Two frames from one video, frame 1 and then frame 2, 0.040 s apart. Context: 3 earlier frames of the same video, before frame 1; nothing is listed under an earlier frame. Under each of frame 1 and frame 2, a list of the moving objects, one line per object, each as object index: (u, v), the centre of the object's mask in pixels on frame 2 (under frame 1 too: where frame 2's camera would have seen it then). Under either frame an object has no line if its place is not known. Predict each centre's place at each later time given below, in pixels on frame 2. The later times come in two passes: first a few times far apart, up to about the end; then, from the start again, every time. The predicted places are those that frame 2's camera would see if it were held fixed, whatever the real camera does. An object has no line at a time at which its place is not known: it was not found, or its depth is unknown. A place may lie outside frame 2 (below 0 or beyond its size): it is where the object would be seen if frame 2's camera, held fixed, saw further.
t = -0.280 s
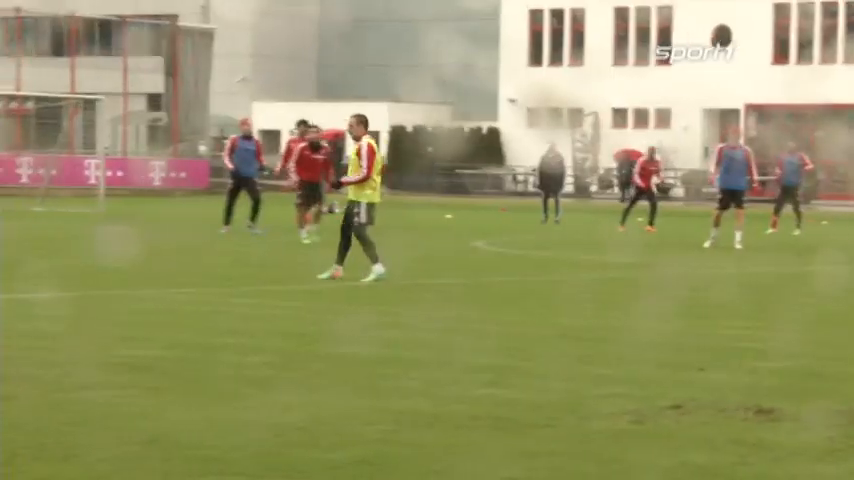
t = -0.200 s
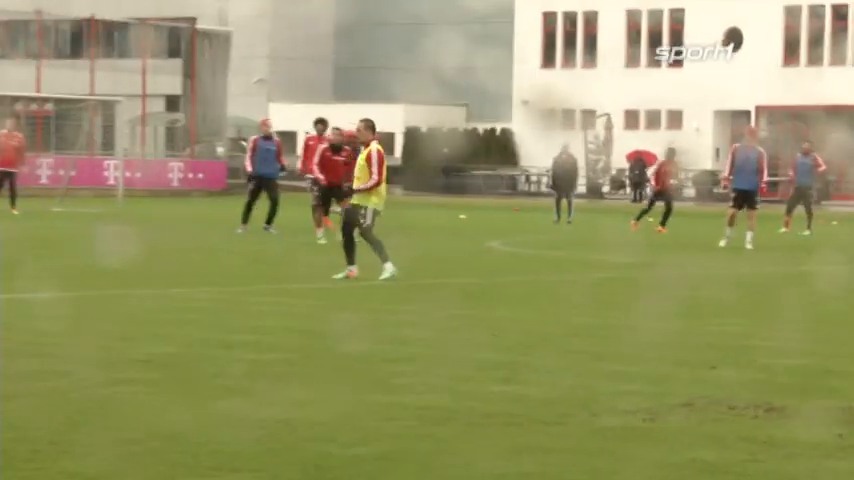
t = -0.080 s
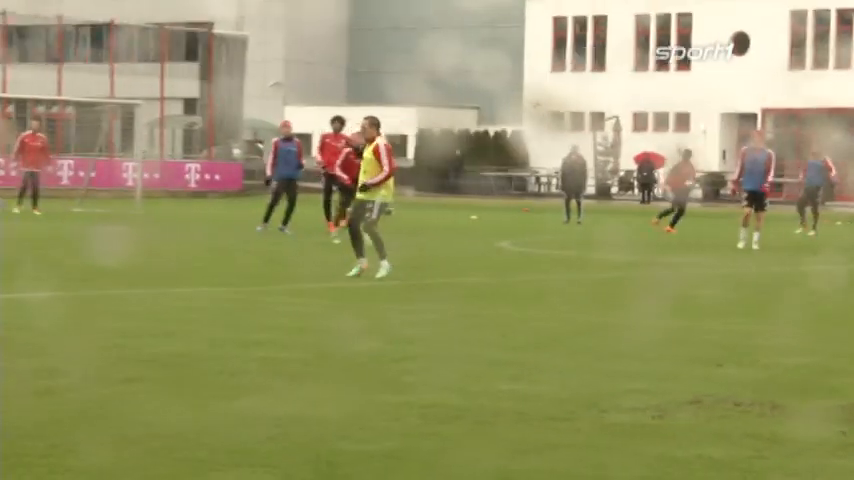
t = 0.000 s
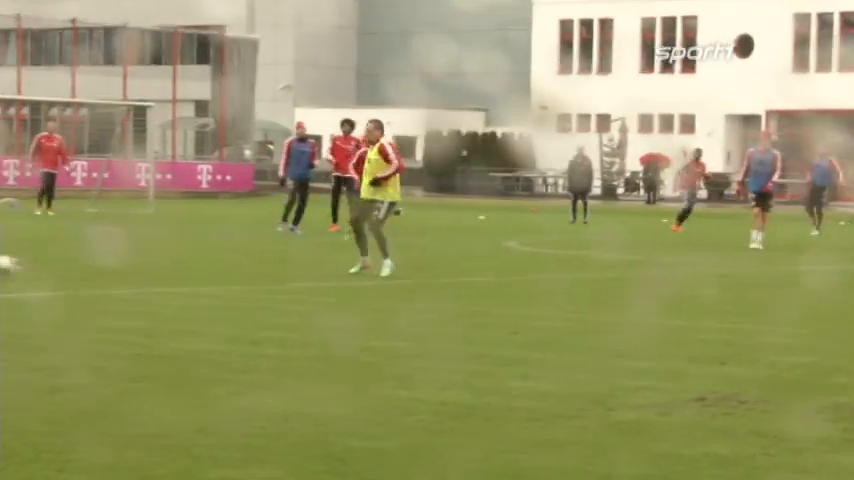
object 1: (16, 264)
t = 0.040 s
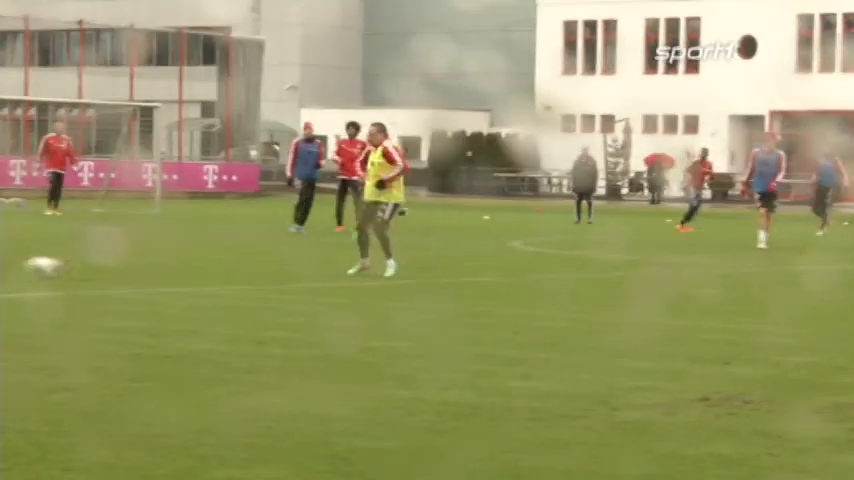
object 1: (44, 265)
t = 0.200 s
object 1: (174, 265)
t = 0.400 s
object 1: (310, 266)
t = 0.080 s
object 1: (79, 268)
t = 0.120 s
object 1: (109, 266)
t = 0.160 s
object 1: (144, 264)
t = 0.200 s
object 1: (174, 265)
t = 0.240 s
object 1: (202, 268)
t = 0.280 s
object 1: (234, 270)
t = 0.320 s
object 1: (258, 267)
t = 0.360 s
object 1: (284, 265)
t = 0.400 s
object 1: (310, 266)
